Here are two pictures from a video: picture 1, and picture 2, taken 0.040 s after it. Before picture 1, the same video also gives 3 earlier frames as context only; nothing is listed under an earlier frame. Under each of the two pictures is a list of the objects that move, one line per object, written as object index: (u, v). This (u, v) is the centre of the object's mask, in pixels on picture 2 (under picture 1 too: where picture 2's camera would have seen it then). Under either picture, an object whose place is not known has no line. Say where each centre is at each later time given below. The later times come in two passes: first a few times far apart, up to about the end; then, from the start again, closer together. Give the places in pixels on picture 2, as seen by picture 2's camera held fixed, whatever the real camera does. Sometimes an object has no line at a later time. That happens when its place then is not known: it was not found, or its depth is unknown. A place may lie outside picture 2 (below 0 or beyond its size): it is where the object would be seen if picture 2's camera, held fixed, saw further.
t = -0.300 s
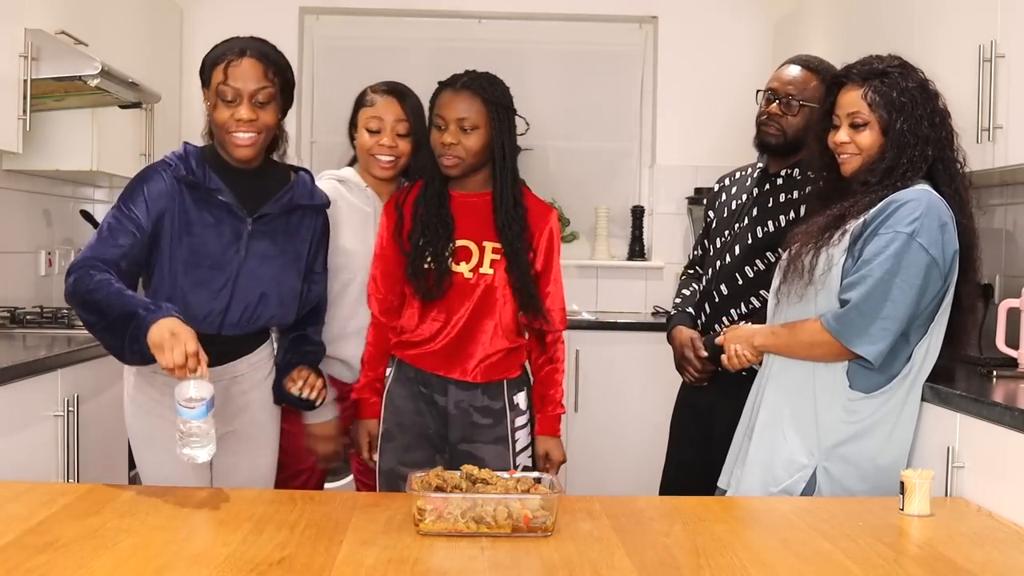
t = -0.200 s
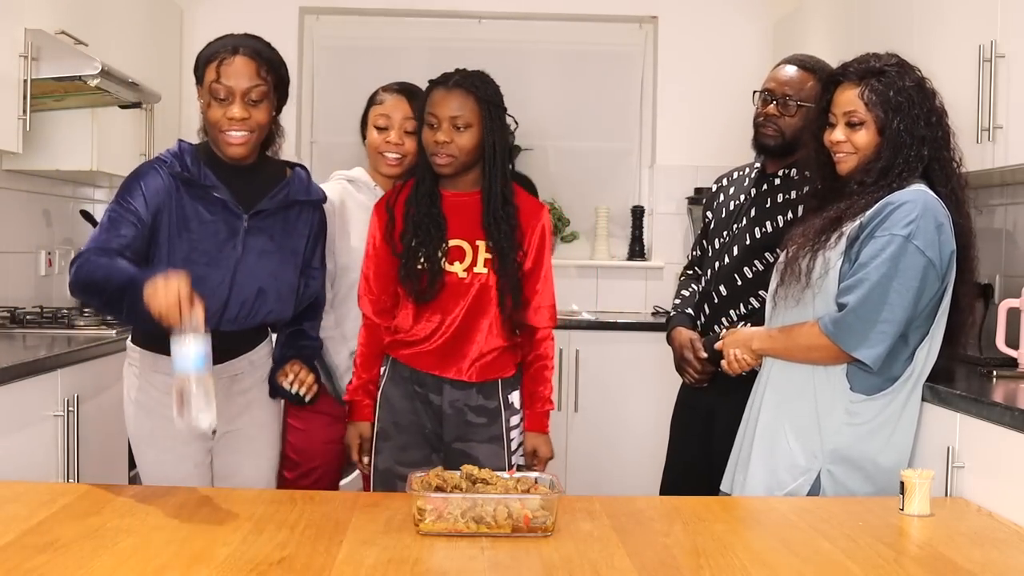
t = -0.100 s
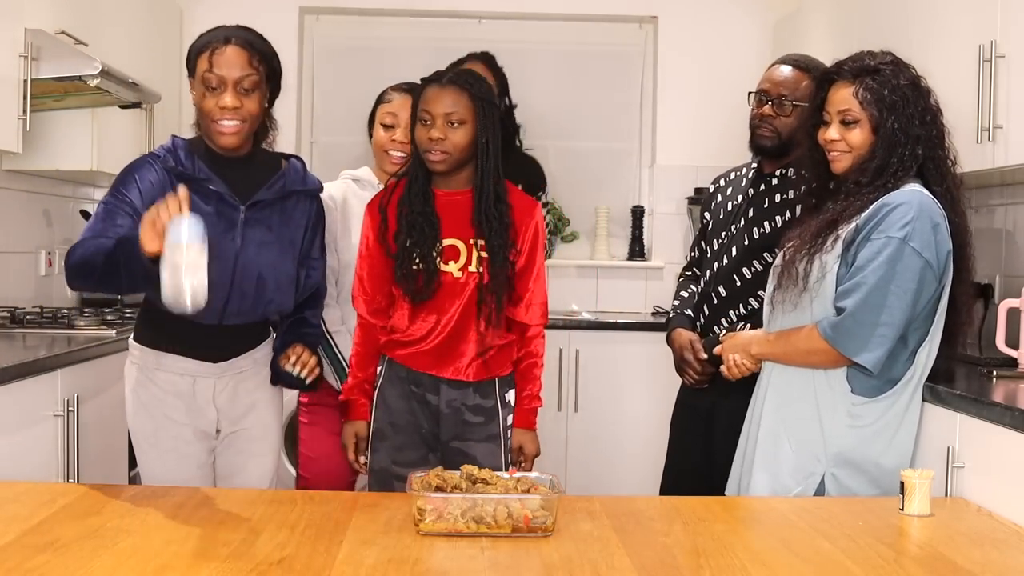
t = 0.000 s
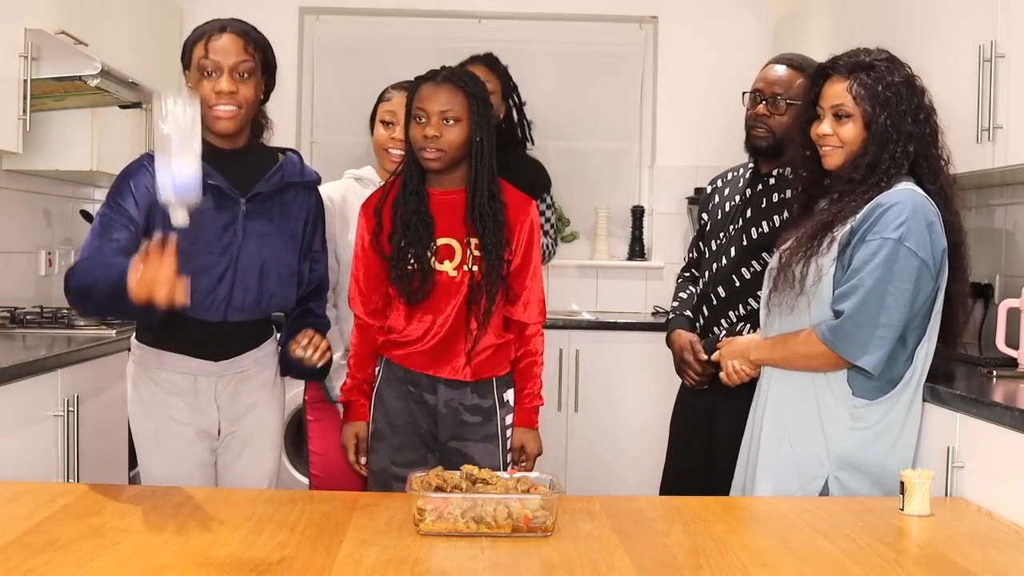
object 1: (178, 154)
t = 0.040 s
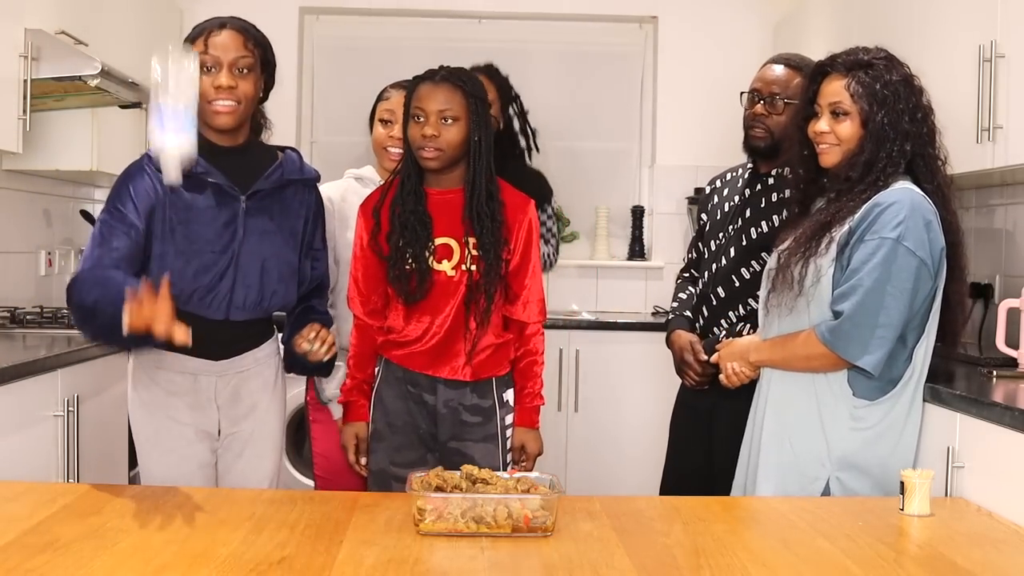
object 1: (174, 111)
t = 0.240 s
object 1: (146, 42)
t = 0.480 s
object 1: (112, 403)
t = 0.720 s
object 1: (88, 556)
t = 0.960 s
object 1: (95, 558)
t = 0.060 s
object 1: (172, 90)
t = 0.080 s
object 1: (169, 72)
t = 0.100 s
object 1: (167, 56)
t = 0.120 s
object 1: (164, 45)
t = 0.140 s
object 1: (162, 38)
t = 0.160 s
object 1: (160, 33)
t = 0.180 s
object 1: (157, 31)
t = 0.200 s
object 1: (154, 32)
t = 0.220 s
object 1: (150, 35)
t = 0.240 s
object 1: (146, 42)
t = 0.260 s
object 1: (145, 54)
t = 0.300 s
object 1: (142, 85)
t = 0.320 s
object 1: (138, 106)
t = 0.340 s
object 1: (135, 132)
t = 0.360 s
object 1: (132, 161)
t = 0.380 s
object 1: (130, 194)
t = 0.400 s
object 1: (126, 228)
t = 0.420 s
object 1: (123, 267)
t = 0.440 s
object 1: (119, 308)
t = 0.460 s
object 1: (116, 353)
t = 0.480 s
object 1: (112, 403)
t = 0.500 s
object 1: (111, 460)
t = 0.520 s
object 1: (107, 505)
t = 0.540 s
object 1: (102, 529)
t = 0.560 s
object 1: (98, 542)
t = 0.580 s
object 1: (102, 542)
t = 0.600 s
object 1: (99, 541)
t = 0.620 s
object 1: (97, 540)
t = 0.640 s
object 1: (94, 541)
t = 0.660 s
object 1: (92, 542)
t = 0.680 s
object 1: (91, 545)
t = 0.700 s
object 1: (90, 550)
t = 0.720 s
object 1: (88, 556)
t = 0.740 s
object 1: (87, 557)
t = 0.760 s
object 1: (87, 557)
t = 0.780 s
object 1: (88, 557)
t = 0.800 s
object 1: (89, 558)
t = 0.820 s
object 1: (91, 558)
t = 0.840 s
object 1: (92, 558)
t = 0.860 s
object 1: (94, 558)
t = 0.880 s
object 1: (95, 558)
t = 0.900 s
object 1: (95, 558)
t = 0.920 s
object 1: (95, 558)
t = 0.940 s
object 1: (95, 558)
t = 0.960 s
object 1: (95, 558)
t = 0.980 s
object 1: (96, 558)
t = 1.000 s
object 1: (97, 558)
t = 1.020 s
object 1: (98, 558)
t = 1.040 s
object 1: (99, 558)
